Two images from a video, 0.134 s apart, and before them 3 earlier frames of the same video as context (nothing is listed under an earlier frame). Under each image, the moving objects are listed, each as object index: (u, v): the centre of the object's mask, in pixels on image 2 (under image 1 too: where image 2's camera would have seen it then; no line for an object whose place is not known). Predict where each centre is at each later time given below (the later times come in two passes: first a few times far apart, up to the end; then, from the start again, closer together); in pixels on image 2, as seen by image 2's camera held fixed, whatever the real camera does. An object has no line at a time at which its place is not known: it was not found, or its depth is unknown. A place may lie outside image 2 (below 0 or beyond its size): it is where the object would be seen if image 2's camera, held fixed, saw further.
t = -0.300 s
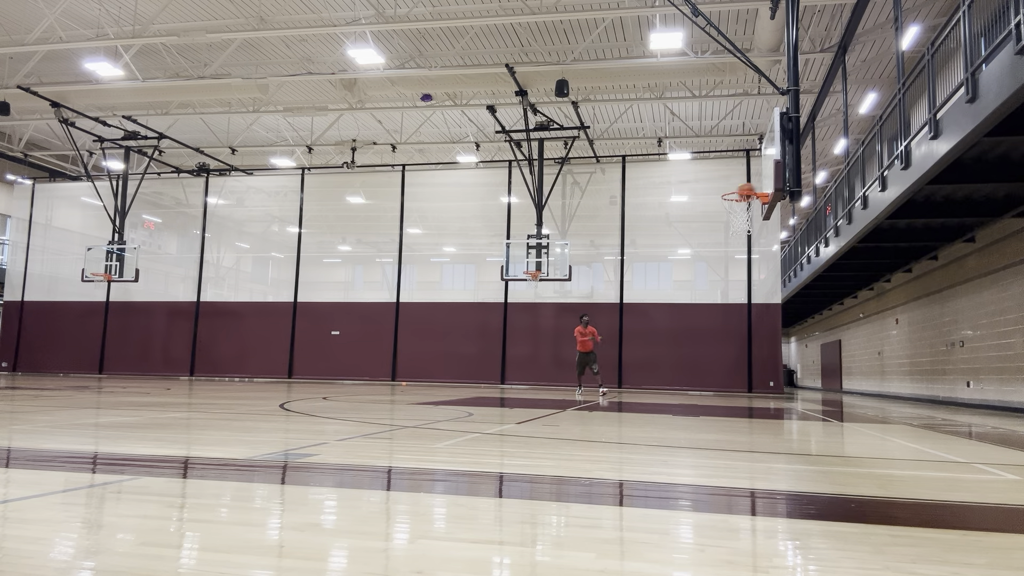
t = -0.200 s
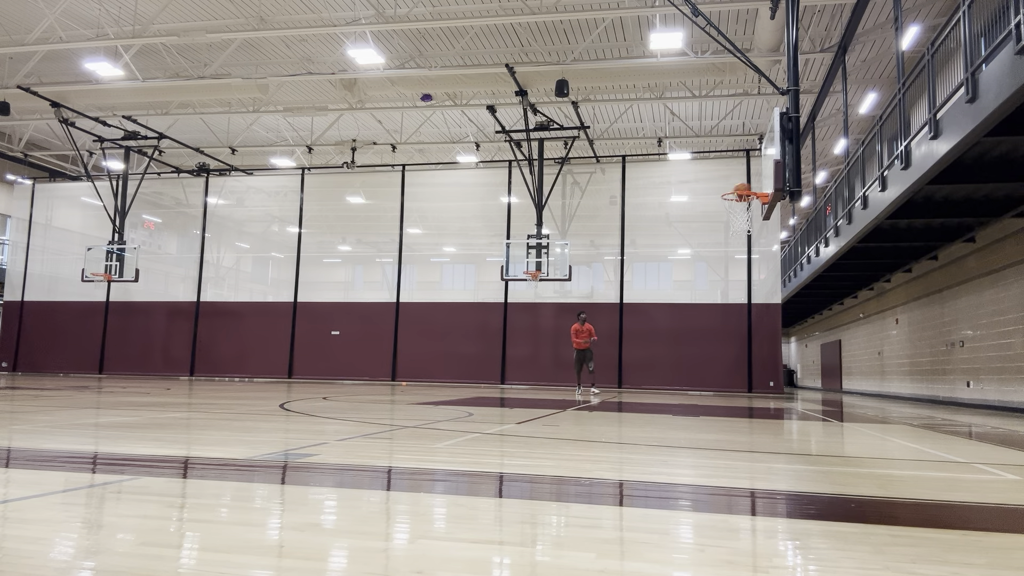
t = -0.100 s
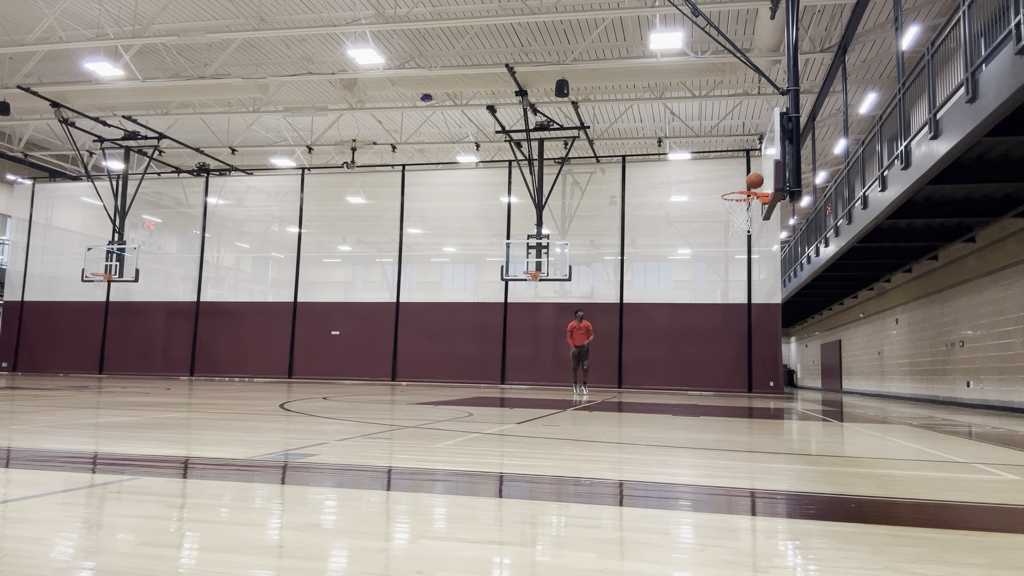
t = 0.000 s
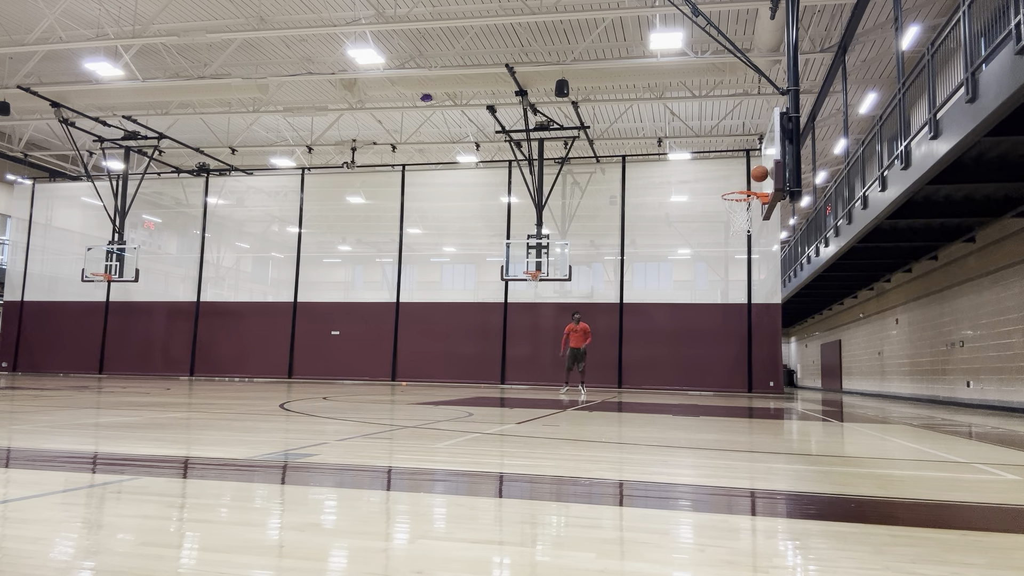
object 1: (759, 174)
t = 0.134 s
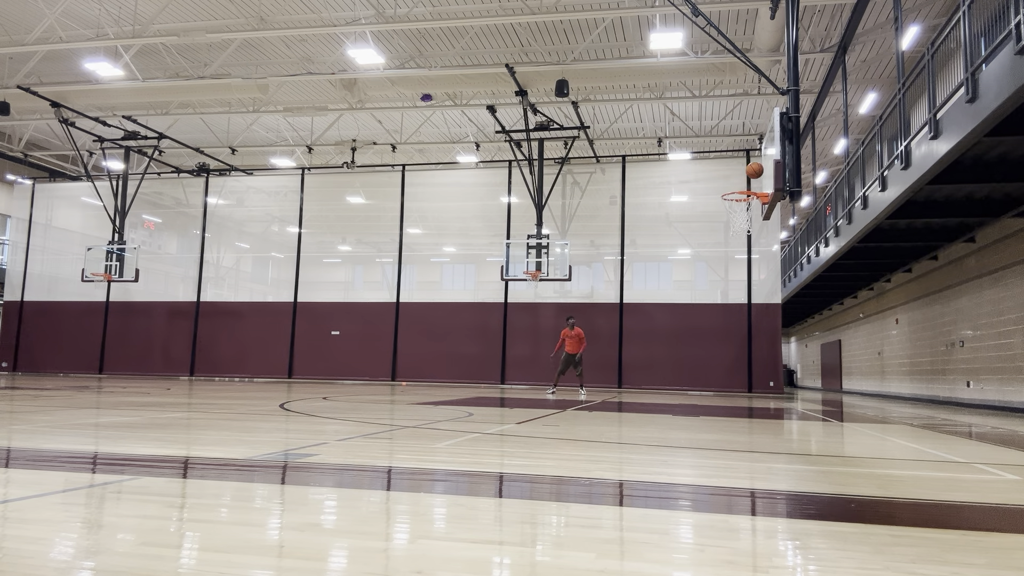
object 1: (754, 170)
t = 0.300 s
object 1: (747, 183)
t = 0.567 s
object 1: (729, 188)
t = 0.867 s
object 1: (744, 205)
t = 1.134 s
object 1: (749, 239)
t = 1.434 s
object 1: (749, 322)
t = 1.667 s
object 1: (749, 383)
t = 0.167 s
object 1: (753, 171)
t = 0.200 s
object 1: (752, 173)
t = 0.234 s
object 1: (750, 176)
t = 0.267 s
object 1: (749, 179)
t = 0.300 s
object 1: (747, 183)
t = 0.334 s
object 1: (746, 184)
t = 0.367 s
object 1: (743, 183)
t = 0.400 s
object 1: (741, 182)
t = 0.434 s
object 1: (739, 182)
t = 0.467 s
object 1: (736, 183)
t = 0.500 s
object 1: (734, 184)
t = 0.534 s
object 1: (732, 185)
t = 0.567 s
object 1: (729, 188)
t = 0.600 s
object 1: (728, 192)
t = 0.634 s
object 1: (730, 190)
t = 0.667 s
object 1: (731, 190)
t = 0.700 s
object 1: (733, 190)
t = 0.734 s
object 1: (736, 193)
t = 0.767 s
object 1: (738, 195)
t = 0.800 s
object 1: (740, 198)
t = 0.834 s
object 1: (742, 200)
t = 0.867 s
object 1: (744, 205)
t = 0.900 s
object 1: (746, 208)
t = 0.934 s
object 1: (747, 214)
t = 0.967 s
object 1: (748, 219)
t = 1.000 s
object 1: (749, 222)
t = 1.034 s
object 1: (749, 225)
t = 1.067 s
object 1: (749, 229)
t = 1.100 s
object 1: (749, 235)
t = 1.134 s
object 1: (749, 239)
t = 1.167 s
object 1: (749, 246)
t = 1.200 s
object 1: (749, 253)
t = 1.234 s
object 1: (749, 260)
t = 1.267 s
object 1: (749, 269)
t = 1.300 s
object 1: (749, 278)
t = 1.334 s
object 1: (749, 288)
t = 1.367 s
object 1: (749, 299)
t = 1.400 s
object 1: (749, 310)
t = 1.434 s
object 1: (749, 322)
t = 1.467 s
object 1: (749, 335)
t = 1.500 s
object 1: (750, 349)
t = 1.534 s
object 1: (750, 364)
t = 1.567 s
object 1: (750, 380)
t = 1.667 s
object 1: (749, 383)
